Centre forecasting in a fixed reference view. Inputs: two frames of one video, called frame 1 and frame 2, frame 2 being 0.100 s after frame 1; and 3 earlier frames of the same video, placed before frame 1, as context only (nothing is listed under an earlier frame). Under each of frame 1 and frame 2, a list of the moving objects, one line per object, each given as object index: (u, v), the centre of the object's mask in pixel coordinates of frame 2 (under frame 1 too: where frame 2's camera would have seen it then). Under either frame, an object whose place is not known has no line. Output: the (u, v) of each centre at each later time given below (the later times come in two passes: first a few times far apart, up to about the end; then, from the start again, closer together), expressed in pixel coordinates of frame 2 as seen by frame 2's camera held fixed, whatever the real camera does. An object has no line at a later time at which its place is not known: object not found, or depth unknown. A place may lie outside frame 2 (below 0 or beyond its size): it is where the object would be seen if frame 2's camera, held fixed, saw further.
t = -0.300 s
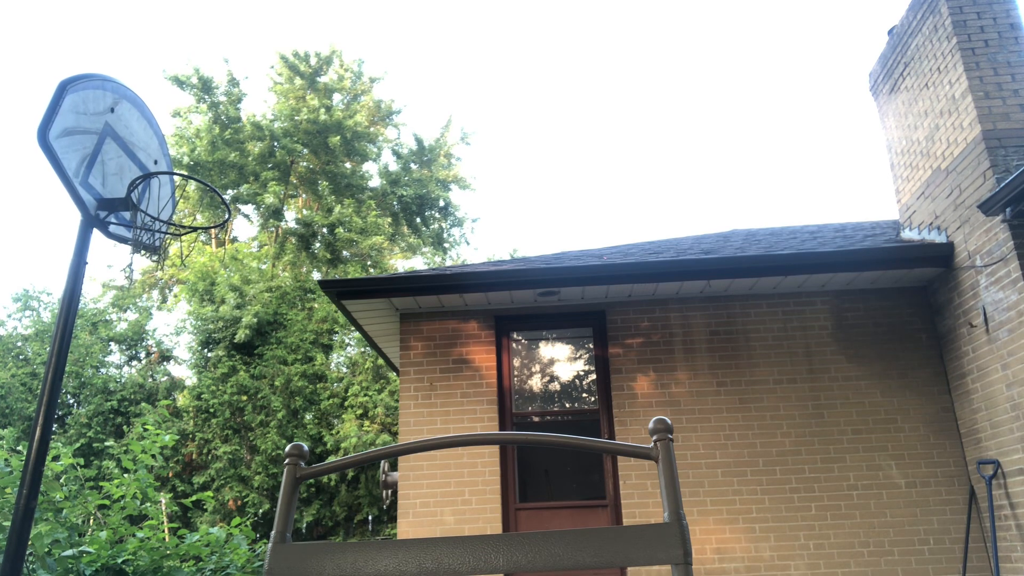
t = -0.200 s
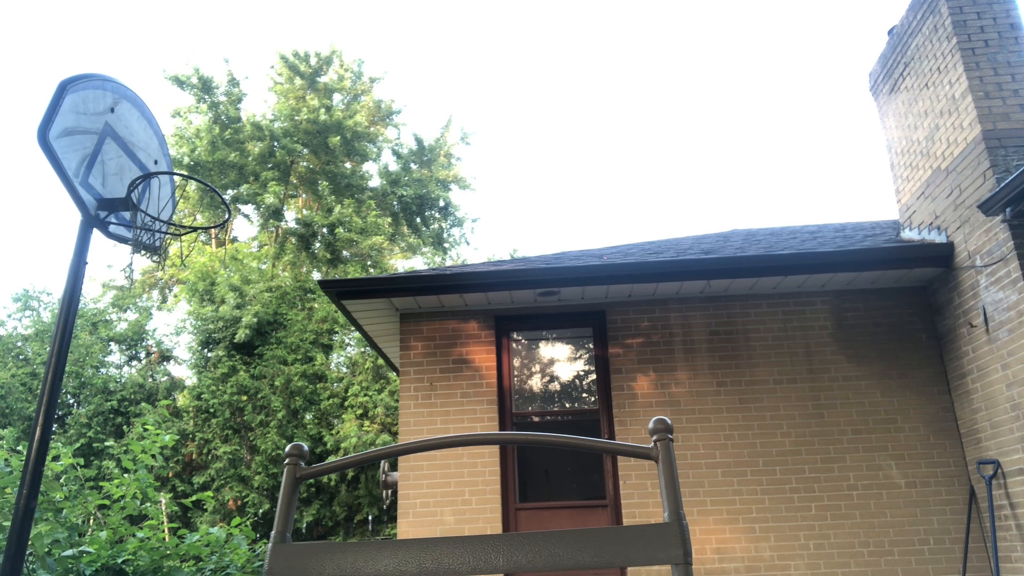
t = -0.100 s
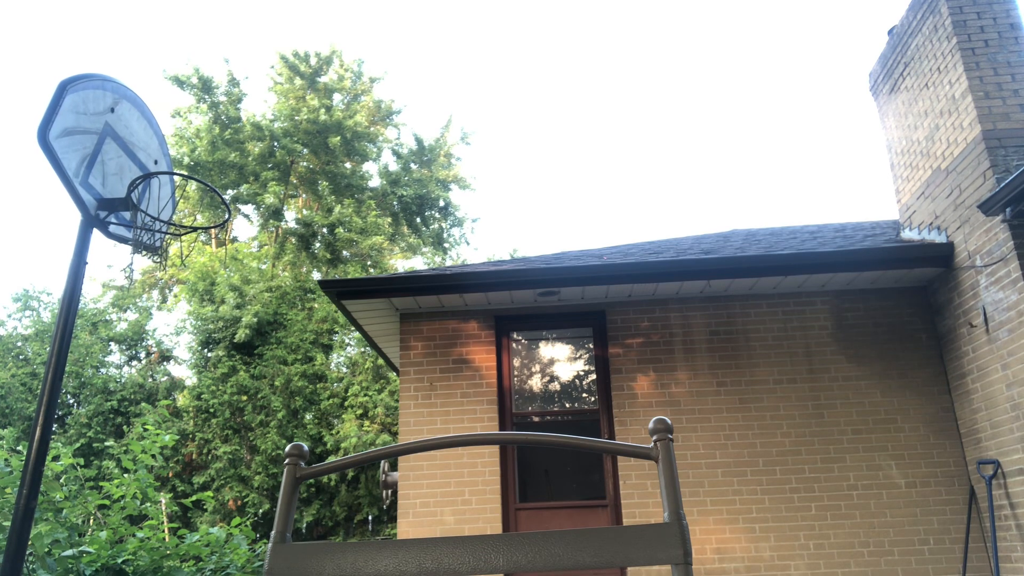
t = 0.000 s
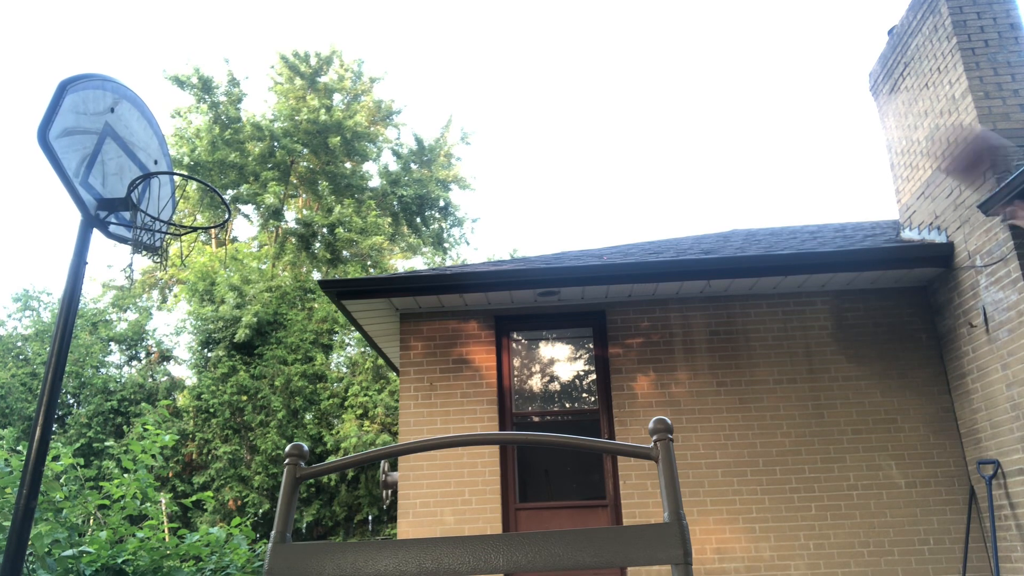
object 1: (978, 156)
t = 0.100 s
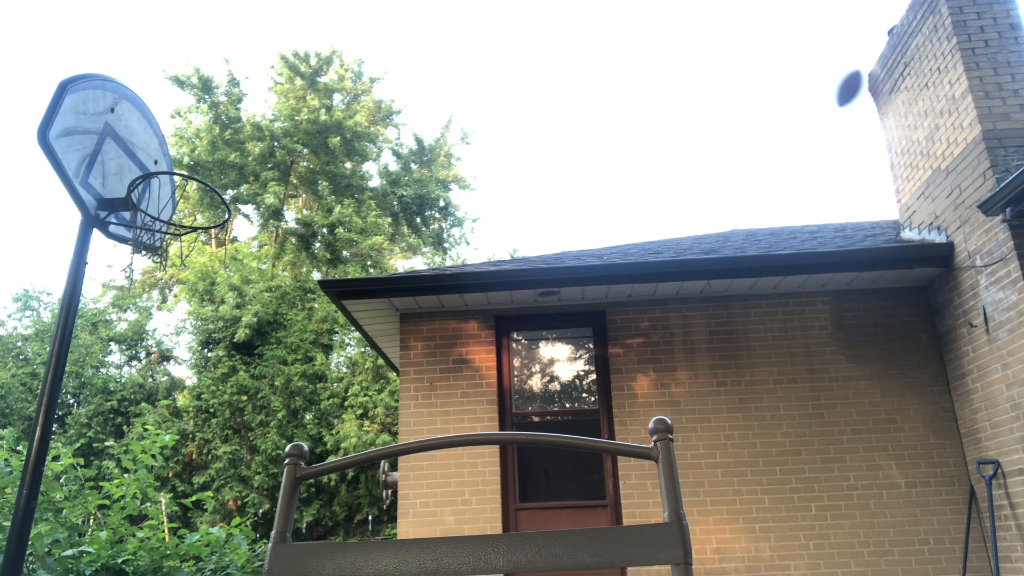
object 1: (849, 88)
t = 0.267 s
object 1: (677, 28)
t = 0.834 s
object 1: (217, 172)
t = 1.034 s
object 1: (190, 172)
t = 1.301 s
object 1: (219, 200)
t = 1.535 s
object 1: (222, 201)
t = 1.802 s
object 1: (221, 200)
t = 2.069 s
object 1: (202, 206)
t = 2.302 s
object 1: (152, 252)
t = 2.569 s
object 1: (71, 447)
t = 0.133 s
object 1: (812, 71)
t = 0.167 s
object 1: (776, 57)
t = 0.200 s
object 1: (742, 45)
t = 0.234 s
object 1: (709, 36)
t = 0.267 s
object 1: (677, 28)
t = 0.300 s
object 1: (646, 23)
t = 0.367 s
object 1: (587, 19)
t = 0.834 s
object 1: (217, 172)
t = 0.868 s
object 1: (187, 198)
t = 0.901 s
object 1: (177, 198)
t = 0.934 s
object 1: (178, 186)
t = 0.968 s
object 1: (179, 177)
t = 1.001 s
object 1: (184, 173)
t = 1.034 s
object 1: (190, 172)
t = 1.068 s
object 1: (196, 173)
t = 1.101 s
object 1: (201, 175)
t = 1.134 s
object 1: (206, 179)
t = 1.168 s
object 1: (211, 185)
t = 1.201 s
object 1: (215, 192)
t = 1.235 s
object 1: (218, 200)
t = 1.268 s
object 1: (218, 199)
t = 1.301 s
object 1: (219, 200)
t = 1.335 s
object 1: (219, 201)
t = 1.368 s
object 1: (220, 201)
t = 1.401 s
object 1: (221, 201)
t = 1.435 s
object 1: (221, 201)
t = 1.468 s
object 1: (221, 201)
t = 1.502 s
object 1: (222, 201)
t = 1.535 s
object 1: (222, 201)
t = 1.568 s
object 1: (223, 201)
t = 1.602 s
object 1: (223, 201)
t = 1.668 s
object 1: (223, 201)
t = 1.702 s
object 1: (223, 200)
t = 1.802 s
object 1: (221, 200)
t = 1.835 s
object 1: (221, 200)
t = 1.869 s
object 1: (219, 200)
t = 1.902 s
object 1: (218, 200)
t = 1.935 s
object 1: (216, 201)
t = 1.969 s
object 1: (213, 201)
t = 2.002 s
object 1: (210, 202)
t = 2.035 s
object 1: (206, 204)
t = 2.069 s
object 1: (202, 206)
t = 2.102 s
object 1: (194, 207)
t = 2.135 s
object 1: (188, 210)
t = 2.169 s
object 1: (181, 214)
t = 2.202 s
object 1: (174, 220)
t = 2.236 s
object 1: (166, 230)
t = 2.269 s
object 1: (159, 241)
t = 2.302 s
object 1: (152, 252)
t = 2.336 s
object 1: (143, 267)
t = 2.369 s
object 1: (135, 286)
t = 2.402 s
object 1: (125, 306)
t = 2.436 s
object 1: (114, 330)
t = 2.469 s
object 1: (105, 352)
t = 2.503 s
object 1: (93, 383)
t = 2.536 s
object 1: (85, 412)
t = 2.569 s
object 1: (71, 447)
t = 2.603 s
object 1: (53, 491)
